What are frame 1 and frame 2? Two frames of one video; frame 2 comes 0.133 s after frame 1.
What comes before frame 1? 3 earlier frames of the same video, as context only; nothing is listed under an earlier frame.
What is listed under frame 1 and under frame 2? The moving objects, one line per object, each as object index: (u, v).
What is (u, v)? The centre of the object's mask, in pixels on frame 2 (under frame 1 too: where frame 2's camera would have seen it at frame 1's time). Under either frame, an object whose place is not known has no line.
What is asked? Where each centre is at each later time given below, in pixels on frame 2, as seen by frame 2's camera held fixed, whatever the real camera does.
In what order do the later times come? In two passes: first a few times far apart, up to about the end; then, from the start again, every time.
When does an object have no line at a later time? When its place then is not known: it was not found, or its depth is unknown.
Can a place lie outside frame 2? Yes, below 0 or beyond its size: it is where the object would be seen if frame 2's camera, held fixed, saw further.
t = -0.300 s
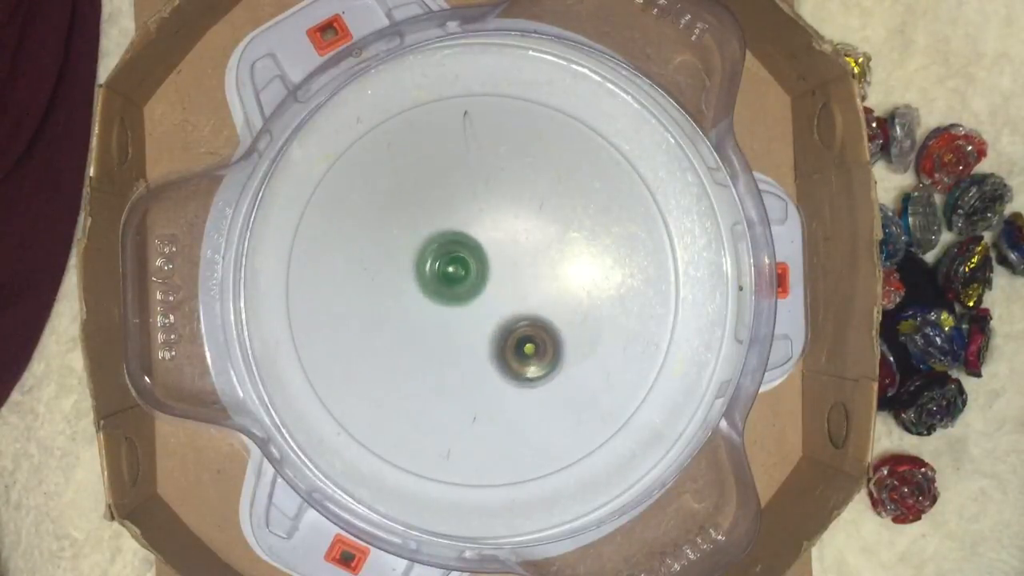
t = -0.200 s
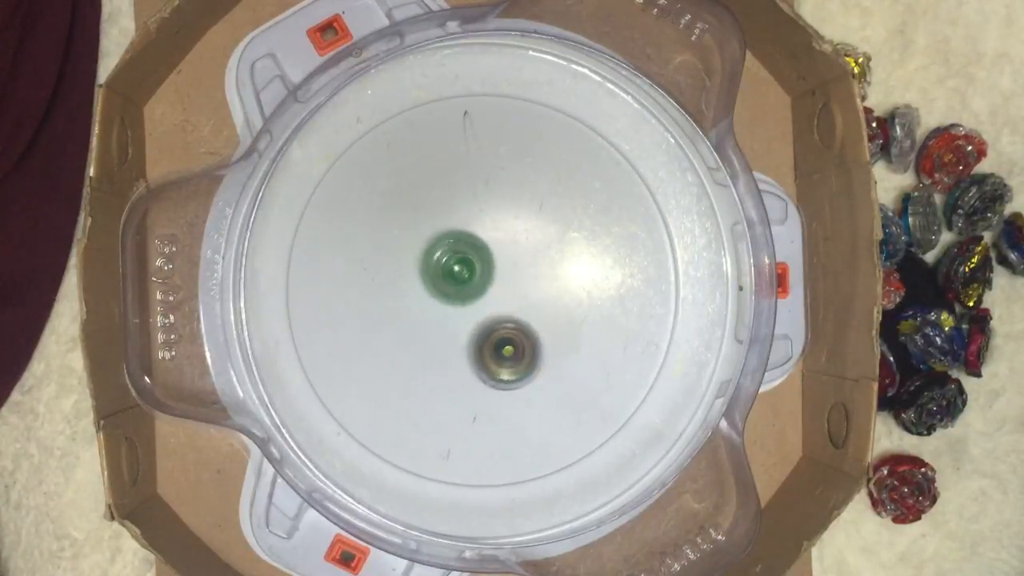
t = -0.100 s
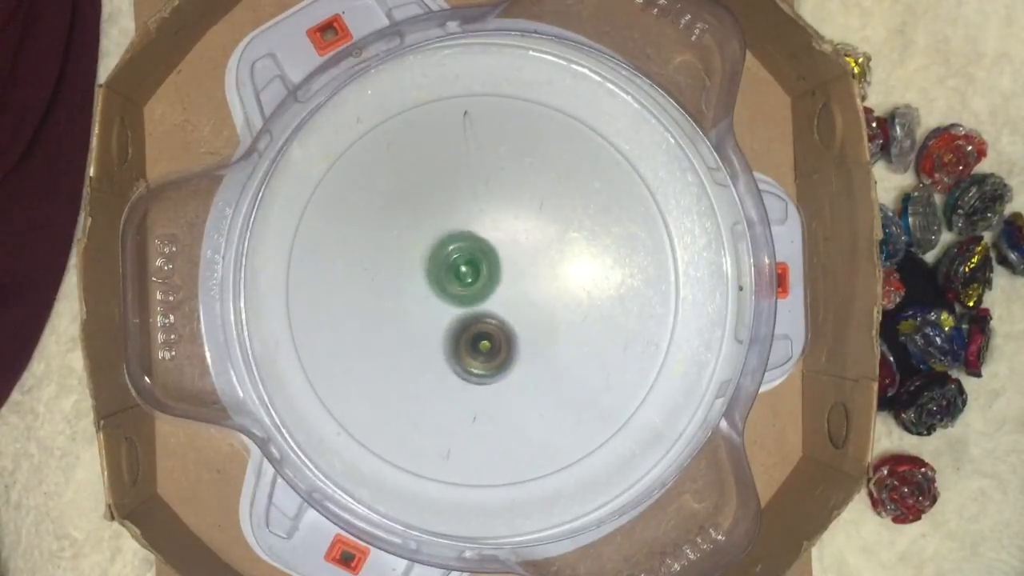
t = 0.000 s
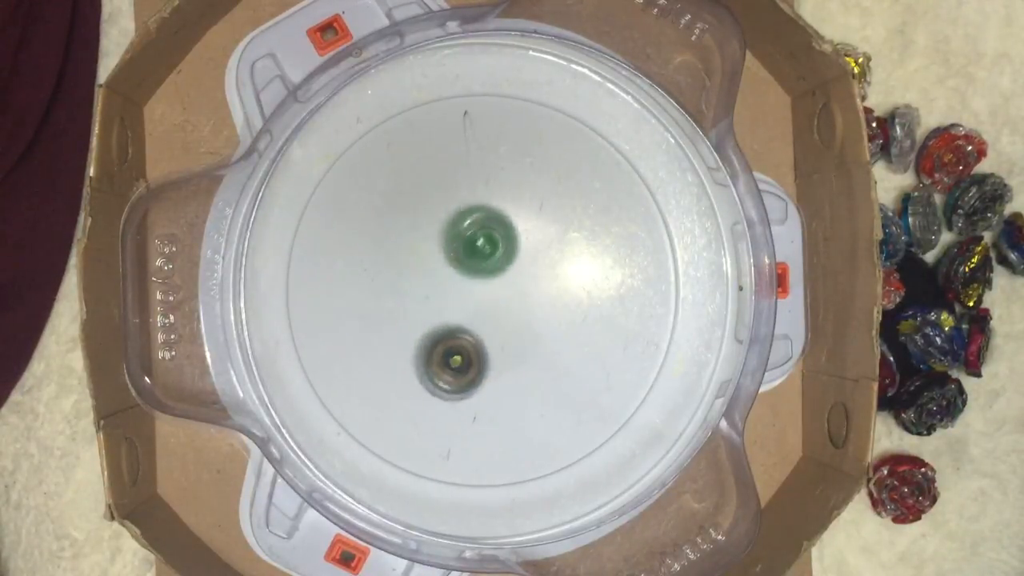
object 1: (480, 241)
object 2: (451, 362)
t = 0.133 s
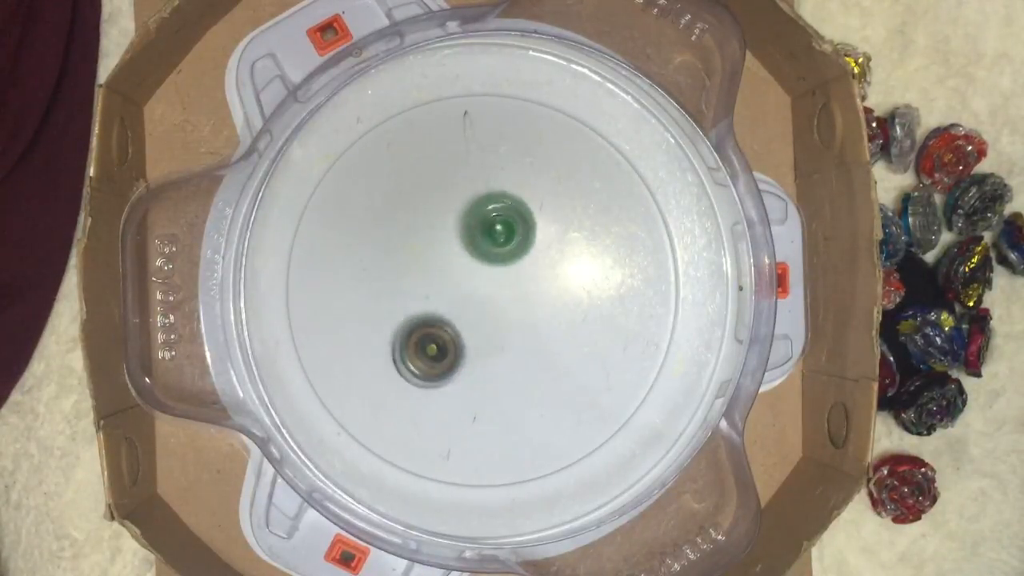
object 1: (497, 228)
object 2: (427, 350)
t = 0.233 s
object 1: (499, 234)
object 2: (419, 328)
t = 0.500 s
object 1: (511, 265)
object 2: (419, 261)
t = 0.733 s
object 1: (502, 295)
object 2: (458, 228)
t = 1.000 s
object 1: (443, 344)
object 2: (525, 214)
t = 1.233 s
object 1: (415, 328)
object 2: (549, 265)
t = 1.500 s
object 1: (433, 269)
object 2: (514, 328)
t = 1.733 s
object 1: (488, 236)
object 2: (454, 334)
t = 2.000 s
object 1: (544, 262)
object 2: (413, 284)
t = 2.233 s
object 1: (542, 310)
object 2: (431, 234)
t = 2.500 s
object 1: (486, 330)
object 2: (494, 231)
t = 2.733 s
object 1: (435, 297)
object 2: (538, 279)
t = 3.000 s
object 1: (434, 242)
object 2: (530, 339)
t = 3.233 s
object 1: (476, 233)
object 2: (482, 349)
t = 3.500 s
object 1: (523, 280)
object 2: (436, 293)
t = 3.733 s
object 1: (517, 330)
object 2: (440, 228)
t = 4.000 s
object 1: (472, 331)
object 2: (486, 212)
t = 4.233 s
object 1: (444, 283)
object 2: (522, 255)
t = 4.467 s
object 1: (462, 238)
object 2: (520, 324)
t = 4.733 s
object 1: (506, 244)
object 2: (472, 352)
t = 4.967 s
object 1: (520, 291)
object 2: (436, 316)
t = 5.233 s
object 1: (486, 328)
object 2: (446, 243)
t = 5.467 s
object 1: (448, 307)
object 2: (491, 222)
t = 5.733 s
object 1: (451, 258)
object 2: (533, 264)
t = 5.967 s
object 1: (489, 248)
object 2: (525, 322)
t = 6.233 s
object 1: (520, 276)
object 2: (466, 345)
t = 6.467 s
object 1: (503, 298)
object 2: (425, 299)
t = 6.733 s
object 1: (487, 297)
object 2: (420, 224)
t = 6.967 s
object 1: (486, 288)
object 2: (473, 215)
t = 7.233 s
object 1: (478, 311)
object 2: (533, 250)
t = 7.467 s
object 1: (442, 318)
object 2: (546, 308)
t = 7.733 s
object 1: (424, 278)
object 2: (492, 321)
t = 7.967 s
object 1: (444, 239)
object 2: (491, 316)
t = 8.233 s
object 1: (485, 233)
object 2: (498, 327)
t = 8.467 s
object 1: (473, 266)
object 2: (497, 332)
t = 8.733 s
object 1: (462, 245)
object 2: (496, 319)
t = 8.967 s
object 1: (473, 233)
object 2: (510, 329)
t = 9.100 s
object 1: (468, 242)
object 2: (510, 327)
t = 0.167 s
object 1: (498, 230)
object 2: (424, 343)
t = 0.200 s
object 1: (499, 232)
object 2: (421, 336)
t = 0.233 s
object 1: (499, 234)
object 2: (419, 328)
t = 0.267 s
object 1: (499, 237)
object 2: (418, 319)
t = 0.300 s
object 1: (499, 240)
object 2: (418, 311)
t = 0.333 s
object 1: (499, 243)
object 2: (418, 301)
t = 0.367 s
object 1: (498, 247)
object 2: (419, 292)
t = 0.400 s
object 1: (497, 251)
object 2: (422, 284)
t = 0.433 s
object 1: (497, 255)
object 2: (424, 275)
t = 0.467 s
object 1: (504, 260)
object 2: (421, 268)
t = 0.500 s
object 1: (511, 265)
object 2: (419, 261)
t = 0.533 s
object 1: (514, 270)
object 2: (422, 255)
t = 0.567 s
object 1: (514, 275)
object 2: (426, 249)
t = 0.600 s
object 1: (513, 279)
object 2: (431, 243)
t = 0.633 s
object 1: (511, 283)
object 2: (437, 238)
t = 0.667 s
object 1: (509, 287)
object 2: (443, 234)
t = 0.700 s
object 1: (506, 291)
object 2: (450, 231)
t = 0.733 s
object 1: (502, 295)
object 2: (458, 228)
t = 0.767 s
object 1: (499, 298)
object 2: (465, 227)
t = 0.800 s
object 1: (495, 300)
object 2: (474, 227)
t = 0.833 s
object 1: (488, 305)
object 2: (483, 226)
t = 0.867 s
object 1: (478, 320)
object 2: (494, 216)
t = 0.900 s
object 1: (469, 330)
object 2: (503, 210)
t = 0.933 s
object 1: (460, 337)
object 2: (512, 208)
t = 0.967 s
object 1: (452, 341)
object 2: (519, 210)
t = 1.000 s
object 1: (443, 344)
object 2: (525, 214)
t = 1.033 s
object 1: (437, 346)
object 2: (531, 219)
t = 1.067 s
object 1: (431, 345)
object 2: (536, 225)
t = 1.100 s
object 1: (425, 343)
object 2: (541, 232)
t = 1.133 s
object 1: (421, 341)
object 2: (544, 239)
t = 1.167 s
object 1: (419, 337)
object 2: (547, 248)
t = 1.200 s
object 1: (417, 333)
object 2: (548, 256)
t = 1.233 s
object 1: (415, 328)
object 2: (549, 265)
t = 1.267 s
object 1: (414, 322)
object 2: (548, 274)
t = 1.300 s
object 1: (415, 316)
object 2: (546, 284)
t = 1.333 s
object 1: (415, 309)
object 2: (543, 293)
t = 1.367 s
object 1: (417, 301)
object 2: (539, 301)
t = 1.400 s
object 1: (420, 294)
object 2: (534, 309)
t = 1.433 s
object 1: (423, 285)
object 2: (529, 316)
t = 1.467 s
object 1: (428, 276)
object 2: (521, 323)
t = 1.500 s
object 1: (433, 269)
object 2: (514, 328)
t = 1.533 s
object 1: (439, 262)
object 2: (506, 332)
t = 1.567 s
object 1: (446, 255)
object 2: (497, 335)
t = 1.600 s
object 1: (453, 249)
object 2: (488, 338)
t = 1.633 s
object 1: (461, 245)
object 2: (480, 338)
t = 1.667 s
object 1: (470, 241)
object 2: (471, 338)
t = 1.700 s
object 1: (479, 238)
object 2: (462, 337)
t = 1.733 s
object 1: (488, 236)
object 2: (454, 334)
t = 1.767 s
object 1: (497, 236)
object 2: (446, 330)
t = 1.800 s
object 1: (506, 237)
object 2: (439, 325)
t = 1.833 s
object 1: (513, 238)
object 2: (431, 320)
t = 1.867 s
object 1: (522, 242)
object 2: (426, 314)
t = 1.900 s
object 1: (529, 245)
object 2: (421, 307)
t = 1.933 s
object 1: (535, 250)
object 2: (417, 300)
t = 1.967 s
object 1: (540, 256)
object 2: (414, 291)
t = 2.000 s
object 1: (544, 262)
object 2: (413, 284)
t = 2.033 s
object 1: (547, 269)
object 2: (412, 276)
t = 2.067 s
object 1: (549, 276)
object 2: (413, 268)
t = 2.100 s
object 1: (549, 284)
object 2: (414, 260)
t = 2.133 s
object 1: (549, 291)
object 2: (417, 252)
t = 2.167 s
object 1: (548, 297)
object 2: (421, 246)
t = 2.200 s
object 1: (545, 303)
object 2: (426, 240)
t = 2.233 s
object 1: (542, 310)
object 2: (431, 234)
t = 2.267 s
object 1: (538, 315)
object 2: (438, 230)
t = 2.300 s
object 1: (531, 319)
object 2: (445, 227)
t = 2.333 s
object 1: (525, 324)
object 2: (453, 225)
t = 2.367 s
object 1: (518, 327)
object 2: (461, 224)
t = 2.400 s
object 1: (510, 329)
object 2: (469, 224)
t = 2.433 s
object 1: (502, 331)
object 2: (478, 225)
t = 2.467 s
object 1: (494, 331)
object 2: (486, 228)
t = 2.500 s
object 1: (486, 330)
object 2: (494, 231)
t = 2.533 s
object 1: (477, 328)
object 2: (502, 235)
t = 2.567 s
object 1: (469, 325)
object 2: (509, 240)
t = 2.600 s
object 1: (461, 321)
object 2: (517, 247)
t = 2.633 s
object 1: (453, 316)
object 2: (523, 254)
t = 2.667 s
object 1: (446, 311)
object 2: (529, 261)
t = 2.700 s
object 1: (441, 304)
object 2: (534, 270)
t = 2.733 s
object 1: (435, 297)
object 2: (538, 279)
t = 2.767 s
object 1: (431, 290)
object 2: (541, 288)
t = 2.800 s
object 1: (428, 282)
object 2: (543, 296)
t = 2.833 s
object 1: (426, 273)
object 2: (543, 305)
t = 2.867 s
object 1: (425, 266)
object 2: (543, 313)
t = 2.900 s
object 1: (426, 259)
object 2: (542, 320)
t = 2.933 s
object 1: (427, 252)
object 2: (539, 327)
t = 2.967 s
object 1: (430, 247)
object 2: (535, 333)
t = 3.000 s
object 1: (434, 242)
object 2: (530, 339)
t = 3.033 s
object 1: (438, 238)
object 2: (525, 344)
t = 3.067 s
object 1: (443, 235)
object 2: (518, 348)
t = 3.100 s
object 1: (449, 233)
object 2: (511, 350)
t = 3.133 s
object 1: (455, 231)
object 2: (504, 352)
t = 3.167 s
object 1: (461, 231)
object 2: (497, 352)
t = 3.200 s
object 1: (469, 232)
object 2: (489, 351)
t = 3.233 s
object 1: (476, 233)
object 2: (482, 349)
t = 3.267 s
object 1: (483, 236)
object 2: (474, 345)
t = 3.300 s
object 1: (490, 240)
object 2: (467, 341)
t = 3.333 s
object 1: (498, 244)
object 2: (461, 335)
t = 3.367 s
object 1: (503, 250)
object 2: (455, 328)
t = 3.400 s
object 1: (510, 257)
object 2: (449, 320)
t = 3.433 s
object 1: (515, 264)
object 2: (444, 312)
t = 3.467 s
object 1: (519, 271)
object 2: (440, 303)
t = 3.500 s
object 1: (523, 280)
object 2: (436, 293)
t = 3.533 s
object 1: (525, 288)
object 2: (434, 283)
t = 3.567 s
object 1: (526, 297)
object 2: (432, 272)
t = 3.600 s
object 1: (526, 305)
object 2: (432, 263)
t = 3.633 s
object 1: (525, 313)
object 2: (432, 253)
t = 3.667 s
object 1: (523, 319)
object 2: (434, 244)
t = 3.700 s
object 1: (520, 326)
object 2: (436, 236)
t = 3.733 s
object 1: (517, 330)
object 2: (440, 228)
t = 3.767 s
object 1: (512, 334)
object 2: (443, 222)
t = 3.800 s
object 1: (507, 337)
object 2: (449, 217)
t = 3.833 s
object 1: (502, 339)
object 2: (454, 214)
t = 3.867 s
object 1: (496, 339)
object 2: (460, 212)
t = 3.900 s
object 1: (490, 339)
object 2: (466, 210)
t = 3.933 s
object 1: (484, 337)
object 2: (473, 209)
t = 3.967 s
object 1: (478, 334)
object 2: (480, 210)
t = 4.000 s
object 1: (472, 331)
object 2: (486, 212)
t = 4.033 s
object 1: (467, 327)
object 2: (493, 215)
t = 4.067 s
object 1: (461, 321)
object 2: (499, 219)
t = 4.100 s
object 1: (457, 315)
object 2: (505, 224)
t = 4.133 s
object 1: (452, 307)
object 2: (510, 231)
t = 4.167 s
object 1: (448, 300)
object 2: (514, 237)
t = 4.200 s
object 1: (446, 292)
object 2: (519, 245)
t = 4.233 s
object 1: (444, 283)
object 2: (522, 255)
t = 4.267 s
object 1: (444, 275)
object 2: (525, 264)
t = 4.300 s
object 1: (445, 267)
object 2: (527, 275)
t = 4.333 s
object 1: (447, 259)
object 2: (527, 286)
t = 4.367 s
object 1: (449, 253)
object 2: (527, 298)
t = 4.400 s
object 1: (453, 247)
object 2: (525, 307)
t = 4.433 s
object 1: (458, 241)
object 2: (523, 316)
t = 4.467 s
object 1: (462, 238)
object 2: (520, 324)
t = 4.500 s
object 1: (468, 235)
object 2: (516, 331)
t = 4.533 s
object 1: (473, 233)
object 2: (510, 337)
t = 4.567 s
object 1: (478, 233)
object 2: (504, 343)
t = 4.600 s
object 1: (484, 233)
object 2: (498, 347)
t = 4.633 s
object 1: (490, 234)
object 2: (492, 350)
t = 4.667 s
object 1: (496, 237)
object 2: (486, 352)
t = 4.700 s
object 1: (501, 240)
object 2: (479, 352)
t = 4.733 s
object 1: (506, 244)
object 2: (472, 352)
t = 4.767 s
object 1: (511, 249)
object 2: (466, 350)
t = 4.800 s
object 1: (514, 255)
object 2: (459, 347)
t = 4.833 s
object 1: (517, 262)
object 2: (454, 343)
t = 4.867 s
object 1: (520, 269)
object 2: (448, 337)
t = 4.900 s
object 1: (520, 276)
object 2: (443, 331)
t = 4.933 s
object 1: (521, 285)
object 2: (440, 324)
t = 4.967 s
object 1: (520, 291)
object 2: (436, 316)
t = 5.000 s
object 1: (518, 299)
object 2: (434, 306)
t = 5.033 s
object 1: (516, 306)
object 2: (433, 298)
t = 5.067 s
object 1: (513, 311)
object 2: (432, 288)
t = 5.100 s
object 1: (508, 317)
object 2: (433, 277)
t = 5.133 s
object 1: (504, 322)
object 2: (435, 268)
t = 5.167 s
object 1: (498, 324)
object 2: (438, 259)
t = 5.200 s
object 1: (492, 327)
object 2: (442, 250)
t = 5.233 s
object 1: (486, 328)
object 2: (446, 243)
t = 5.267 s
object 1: (479, 327)
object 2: (451, 237)
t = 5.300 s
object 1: (473, 327)
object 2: (457, 231)
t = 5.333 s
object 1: (468, 324)
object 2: (463, 227)
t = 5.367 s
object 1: (462, 321)
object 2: (470, 223)
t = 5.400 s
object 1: (457, 317)
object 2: (477, 222)
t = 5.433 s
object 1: (452, 312)
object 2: (484, 222)
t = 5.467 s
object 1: (448, 307)
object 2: (491, 222)
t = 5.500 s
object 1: (445, 300)
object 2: (498, 224)
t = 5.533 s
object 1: (443, 294)
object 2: (504, 227)
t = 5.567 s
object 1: (442, 288)
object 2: (510, 231)
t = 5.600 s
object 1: (442, 280)
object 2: (516, 236)
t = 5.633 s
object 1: (443, 274)
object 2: (521, 242)
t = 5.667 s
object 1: (445, 268)
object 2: (526, 249)
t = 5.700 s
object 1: (447, 262)
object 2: (530, 256)
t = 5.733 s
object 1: (451, 258)
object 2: (533, 264)
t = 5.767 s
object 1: (455, 254)
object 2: (535, 273)
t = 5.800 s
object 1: (460, 250)
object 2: (536, 282)
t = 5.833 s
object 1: (466, 248)
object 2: (536, 291)
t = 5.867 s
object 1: (471, 247)
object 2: (535, 299)
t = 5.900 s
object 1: (477, 246)
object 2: (532, 307)
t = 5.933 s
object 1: (484, 247)
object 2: (529, 315)
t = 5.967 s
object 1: (489, 248)
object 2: (525, 322)
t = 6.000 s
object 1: (495, 251)
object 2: (520, 328)
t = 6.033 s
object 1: (500, 253)
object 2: (514, 333)
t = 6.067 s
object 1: (505, 258)
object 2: (507, 337)
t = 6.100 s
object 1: (509, 263)
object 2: (501, 340)
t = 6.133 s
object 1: (513, 269)
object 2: (493, 341)
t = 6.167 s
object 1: (518, 271)
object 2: (484, 345)
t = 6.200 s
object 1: (520, 273)
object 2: (474, 346)
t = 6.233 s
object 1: (520, 276)
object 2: (466, 345)
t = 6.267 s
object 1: (520, 280)
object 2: (458, 342)
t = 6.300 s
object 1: (519, 283)
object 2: (451, 337)
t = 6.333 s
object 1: (517, 288)
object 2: (445, 332)
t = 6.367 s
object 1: (515, 290)
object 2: (438, 326)
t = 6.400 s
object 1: (511, 294)
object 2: (433, 317)
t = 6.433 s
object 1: (508, 296)
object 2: (428, 309)
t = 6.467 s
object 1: (503, 298)
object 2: (425, 299)
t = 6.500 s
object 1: (498, 300)
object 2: (422, 290)
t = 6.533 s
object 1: (495, 301)
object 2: (419, 280)
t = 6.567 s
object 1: (494, 304)
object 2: (415, 267)
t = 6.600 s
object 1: (493, 303)
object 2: (411, 254)
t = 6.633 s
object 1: (492, 302)
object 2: (410, 243)
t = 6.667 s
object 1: (490, 301)
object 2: (412, 235)
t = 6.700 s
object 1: (489, 299)
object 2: (415, 229)
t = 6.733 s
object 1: (487, 297)
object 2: (420, 224)
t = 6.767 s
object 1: (485, 294)
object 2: (425, 221)
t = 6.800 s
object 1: (484, 291)
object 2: (431, 218)
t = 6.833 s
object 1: (484, 289)
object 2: (439, 217)
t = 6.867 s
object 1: (484, 285)
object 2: (447, 216)
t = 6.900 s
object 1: (485, 283)
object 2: (456, 217)
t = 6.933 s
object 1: (485, 284)
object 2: (464, 217)
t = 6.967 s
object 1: (486, 288)
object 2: (473, 215)
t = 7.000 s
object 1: (486, 289)
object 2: (482, 216)
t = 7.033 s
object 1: (484, 291)
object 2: (492, 219)
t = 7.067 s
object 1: (482, 294)
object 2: (501, 223)
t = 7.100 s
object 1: (478, 300)
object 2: (513, 224)
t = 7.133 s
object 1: (478, 305)
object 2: (521, 227)
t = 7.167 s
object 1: (478, 307)
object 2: (526, 233)
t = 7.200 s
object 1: (478, 310)
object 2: (530, 241)
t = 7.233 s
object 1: (478, 311)
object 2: (533, 250)
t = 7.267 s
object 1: (477, 312)
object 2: (535, 260)
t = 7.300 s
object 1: (475, 313)
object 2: (536, 270)
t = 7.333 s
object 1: (466, 316)
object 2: (543, 279)
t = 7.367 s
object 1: (457, 318)
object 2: (549, 288)
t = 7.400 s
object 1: (450, 319)
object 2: (550, 296)
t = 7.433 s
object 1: (446, 318)
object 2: (549, 302)
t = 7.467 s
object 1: (442, 318)
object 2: (546, 308)
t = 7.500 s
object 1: (438, 316)
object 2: (540, 312)
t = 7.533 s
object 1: (434, 313)
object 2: (533, 316)
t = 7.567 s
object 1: (431, 309)
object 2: (526, 318)
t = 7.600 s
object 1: (429, 305)
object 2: (517, 319)
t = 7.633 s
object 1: (428, 299)
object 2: (507, 320)
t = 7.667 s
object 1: (427, 293)
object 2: (500, 322)
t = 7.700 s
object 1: (424, 284)
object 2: (497, 322)
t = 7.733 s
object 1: (424, 278)
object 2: (492, 321)
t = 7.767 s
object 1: (427, 273)
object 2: (488, 318)
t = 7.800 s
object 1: (430, 268)
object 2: (485, 316)
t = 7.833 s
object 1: (428, 255)
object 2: (488, 319)
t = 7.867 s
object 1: (430, 246)
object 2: (489, 321)
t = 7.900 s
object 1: (433, 240)
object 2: (491, 321)
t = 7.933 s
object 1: (439, 238)
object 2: (492, 320)
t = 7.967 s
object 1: (444, 239)
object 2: (491, 316)
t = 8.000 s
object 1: (453, 239)
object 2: (491, 312)
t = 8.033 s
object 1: (461, 239)
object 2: (490, 310)
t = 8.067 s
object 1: (468, 229)
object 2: (492, 318)
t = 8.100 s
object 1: (473, 223)
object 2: (493, 323)
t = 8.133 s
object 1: (479, 222)
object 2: (495, 327)
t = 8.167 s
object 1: (483, 223)
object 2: (495, 327)
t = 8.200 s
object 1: (485, 228)
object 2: (497, 327)
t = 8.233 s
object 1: (485, 233)
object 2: (498, 327)
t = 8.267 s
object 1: (486, 240)
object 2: (499, 328)
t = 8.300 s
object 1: (486, 248)
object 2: (500, 328)
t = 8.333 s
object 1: (484, 256)
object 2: (500, 328)
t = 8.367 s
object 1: (483, 260)
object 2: (499, 331)
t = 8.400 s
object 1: (479, 263)
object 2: (499, 334)
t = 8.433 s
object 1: (477, 265)
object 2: (497, 333)
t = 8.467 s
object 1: (473, 266)
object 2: (497, 332)
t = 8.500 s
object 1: (469, 262)
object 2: (497, 333)
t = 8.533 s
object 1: (467, 258)
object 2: (497, 334)
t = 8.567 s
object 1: (464, 255)
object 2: (496, 334)
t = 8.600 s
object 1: (461, 252)
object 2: (495, 330)
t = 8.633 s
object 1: (460, 249)
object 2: (495, 327)
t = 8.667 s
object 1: (460, 247)
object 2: (494, 324)
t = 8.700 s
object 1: (461, 245)
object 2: (495, 321)
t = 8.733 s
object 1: (462, 245)
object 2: (496, 319)
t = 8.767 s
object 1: (463, 247)
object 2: (498, 317)
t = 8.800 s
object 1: (464, 248)
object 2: (499, 316)
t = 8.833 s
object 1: (468, 245)
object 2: (501, 317)
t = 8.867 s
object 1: (471, 238)
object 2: (504, 324)
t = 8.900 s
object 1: (471, 234)
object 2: (507, 327)
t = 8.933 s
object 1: (472, 232)
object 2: (509, 328)
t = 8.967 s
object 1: (473, 233)
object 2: (510, 329)
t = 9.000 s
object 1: (472, 236)
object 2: (511, 329)
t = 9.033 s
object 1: (470, 237)
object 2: (511, 328)
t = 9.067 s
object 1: (469, 239)
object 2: (511, 328)
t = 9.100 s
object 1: (468, 242)
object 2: (510, 327)
